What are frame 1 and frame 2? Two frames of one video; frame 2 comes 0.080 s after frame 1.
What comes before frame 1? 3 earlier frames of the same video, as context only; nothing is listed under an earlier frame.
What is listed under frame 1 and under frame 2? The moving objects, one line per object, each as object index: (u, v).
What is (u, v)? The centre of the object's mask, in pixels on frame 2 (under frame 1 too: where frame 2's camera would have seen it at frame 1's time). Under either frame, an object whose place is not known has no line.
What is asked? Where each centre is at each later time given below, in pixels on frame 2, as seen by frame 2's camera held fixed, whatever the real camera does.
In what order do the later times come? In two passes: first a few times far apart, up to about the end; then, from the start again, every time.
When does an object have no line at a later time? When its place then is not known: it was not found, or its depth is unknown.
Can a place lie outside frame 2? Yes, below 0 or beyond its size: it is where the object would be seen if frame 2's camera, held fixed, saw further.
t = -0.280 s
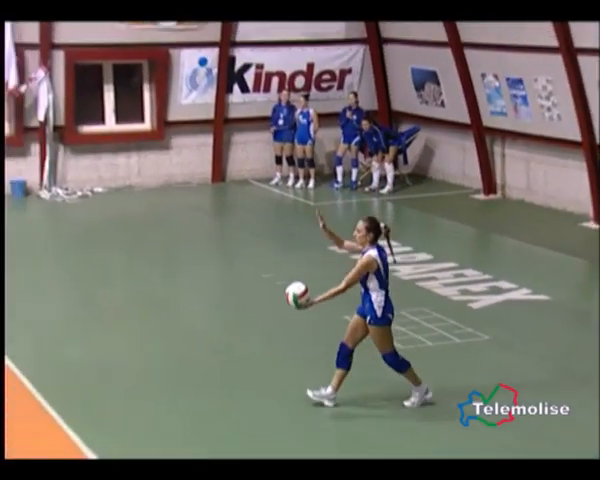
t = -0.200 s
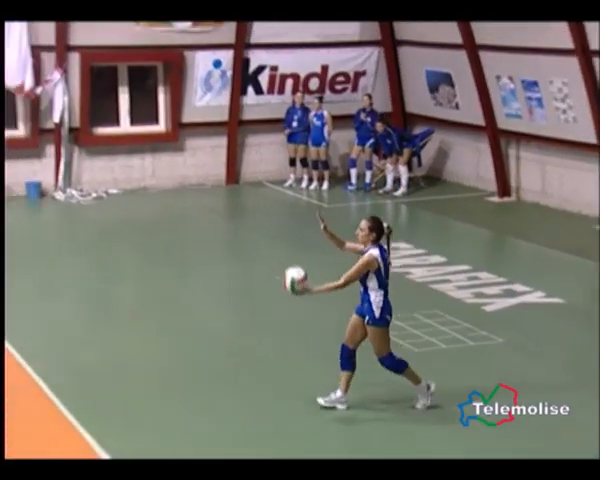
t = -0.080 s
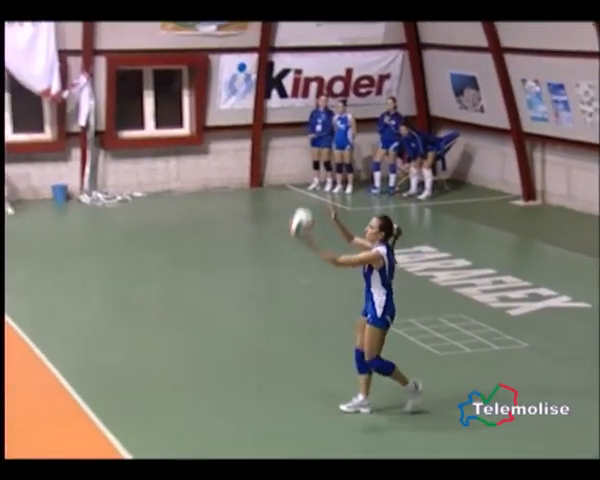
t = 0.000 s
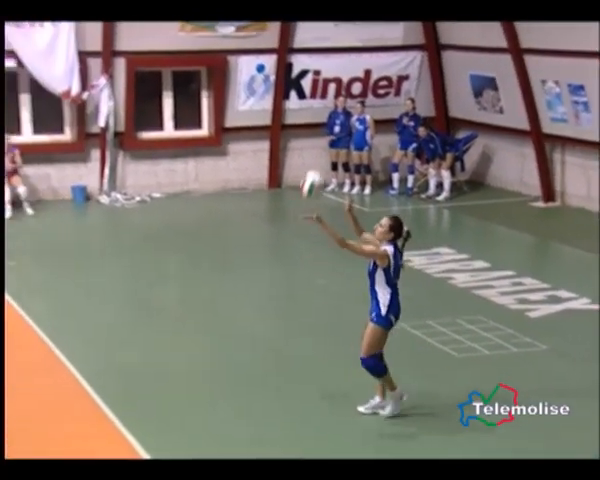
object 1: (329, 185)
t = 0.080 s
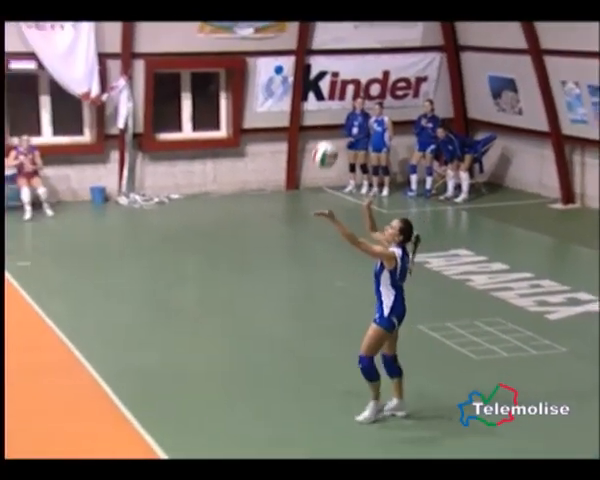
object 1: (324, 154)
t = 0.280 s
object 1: (309, 110)
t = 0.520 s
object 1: (289, 119)
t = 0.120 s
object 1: (320, 141)
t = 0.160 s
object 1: (317, 130)
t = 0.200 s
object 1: (314, 122)
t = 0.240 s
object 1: (312, 115)
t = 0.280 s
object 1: (309, 110)
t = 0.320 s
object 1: (305, 106)
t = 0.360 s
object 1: (302, 104)
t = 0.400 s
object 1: (299, 105)
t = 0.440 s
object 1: (296, 108)
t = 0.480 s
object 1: (293, 113)
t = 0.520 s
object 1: (289, 119)
